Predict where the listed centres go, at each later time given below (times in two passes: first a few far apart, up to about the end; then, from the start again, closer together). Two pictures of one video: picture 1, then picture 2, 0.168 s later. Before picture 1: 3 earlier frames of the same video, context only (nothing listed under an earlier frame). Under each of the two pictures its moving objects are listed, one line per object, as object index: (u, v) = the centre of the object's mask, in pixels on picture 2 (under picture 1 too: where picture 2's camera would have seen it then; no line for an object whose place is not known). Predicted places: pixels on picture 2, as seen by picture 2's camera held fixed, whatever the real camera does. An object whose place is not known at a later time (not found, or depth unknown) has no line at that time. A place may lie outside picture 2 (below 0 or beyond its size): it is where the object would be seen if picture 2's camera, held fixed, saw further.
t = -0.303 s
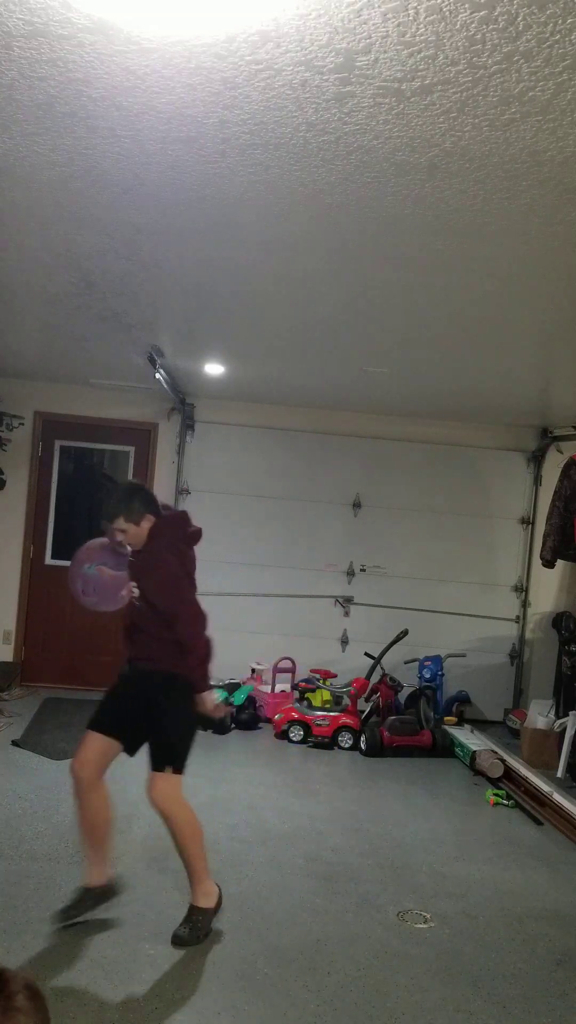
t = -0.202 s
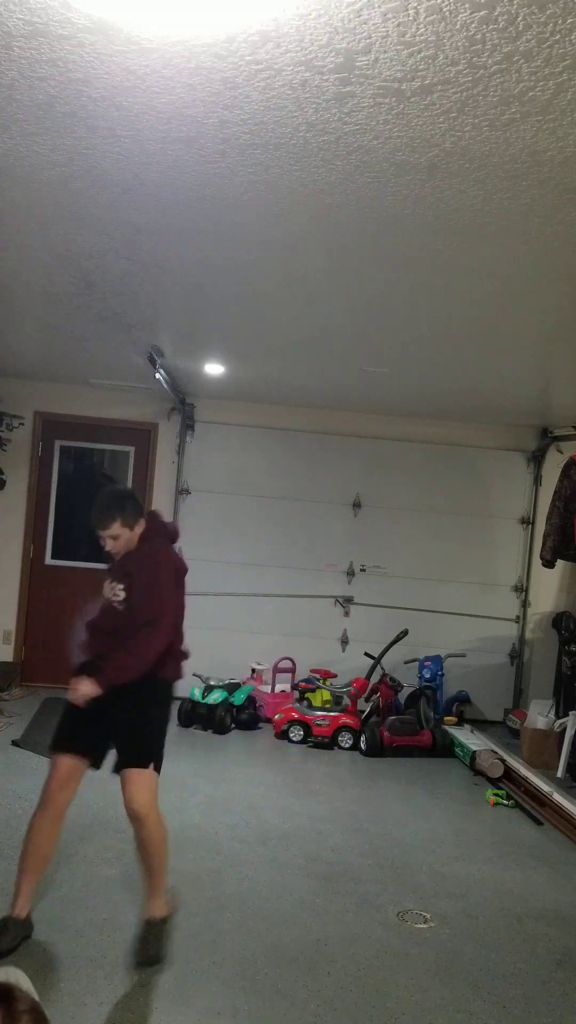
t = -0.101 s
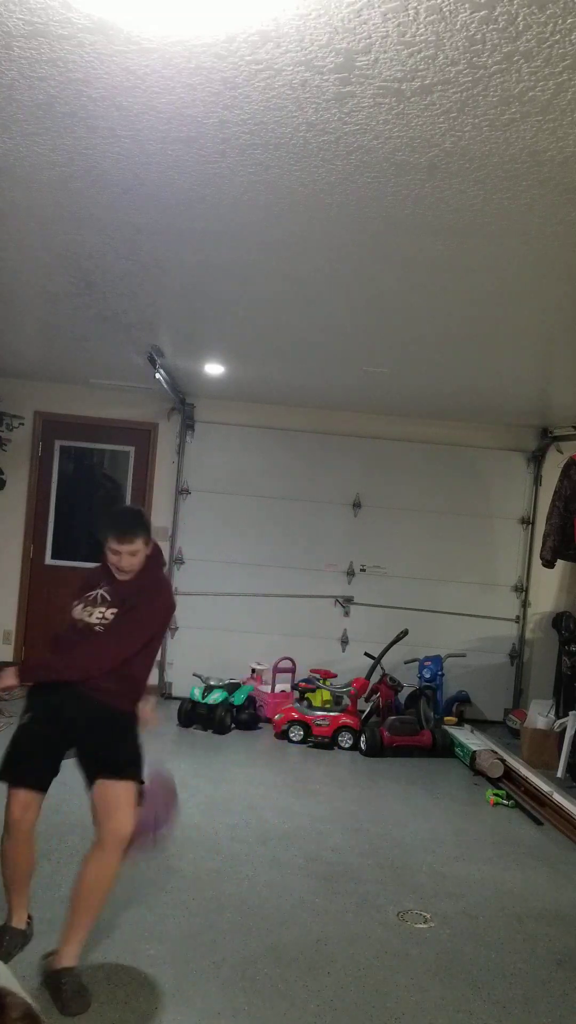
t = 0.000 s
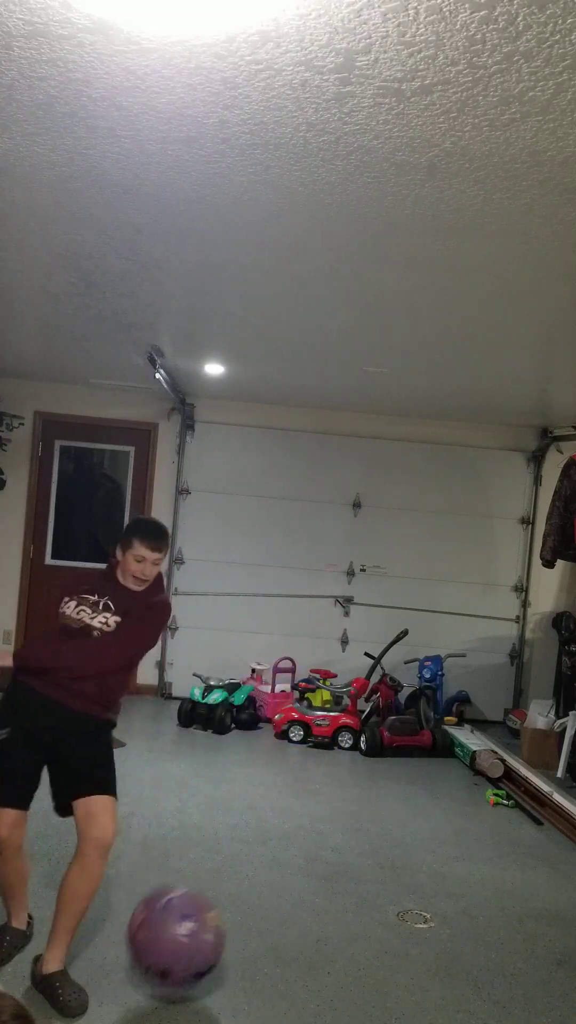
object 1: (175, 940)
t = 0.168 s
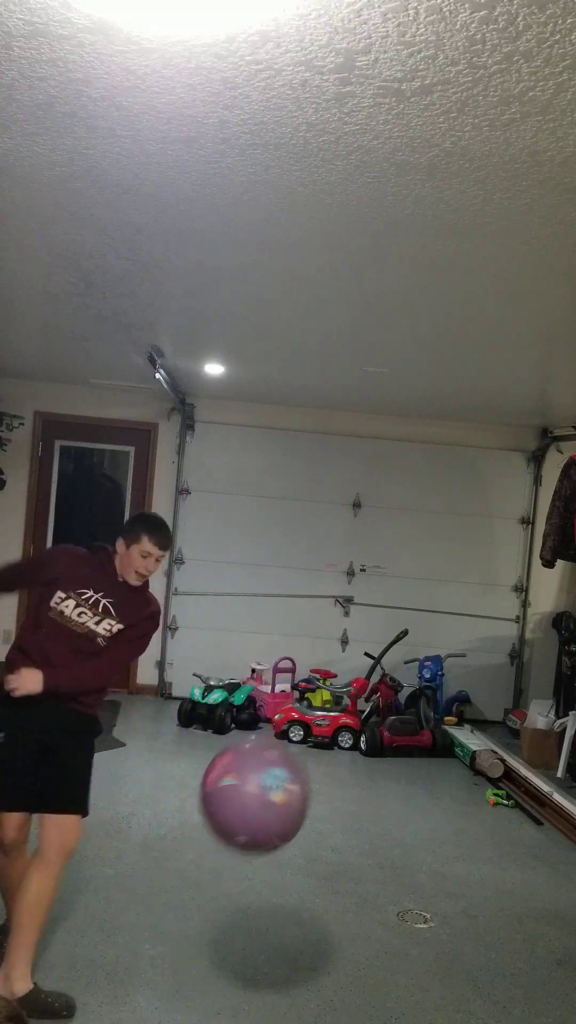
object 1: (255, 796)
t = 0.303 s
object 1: (330, 719)
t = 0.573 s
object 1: (514, 721)
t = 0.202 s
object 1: (273, 774)
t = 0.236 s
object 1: (290, 754)
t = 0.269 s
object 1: (310, 735)
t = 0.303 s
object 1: (330, 719)
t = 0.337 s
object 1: (351, 706)
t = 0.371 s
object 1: (373, 695)
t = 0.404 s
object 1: (394, 688)
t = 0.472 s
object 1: (442, 685)
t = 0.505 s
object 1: (469, 692)
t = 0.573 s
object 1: (514, 721)
